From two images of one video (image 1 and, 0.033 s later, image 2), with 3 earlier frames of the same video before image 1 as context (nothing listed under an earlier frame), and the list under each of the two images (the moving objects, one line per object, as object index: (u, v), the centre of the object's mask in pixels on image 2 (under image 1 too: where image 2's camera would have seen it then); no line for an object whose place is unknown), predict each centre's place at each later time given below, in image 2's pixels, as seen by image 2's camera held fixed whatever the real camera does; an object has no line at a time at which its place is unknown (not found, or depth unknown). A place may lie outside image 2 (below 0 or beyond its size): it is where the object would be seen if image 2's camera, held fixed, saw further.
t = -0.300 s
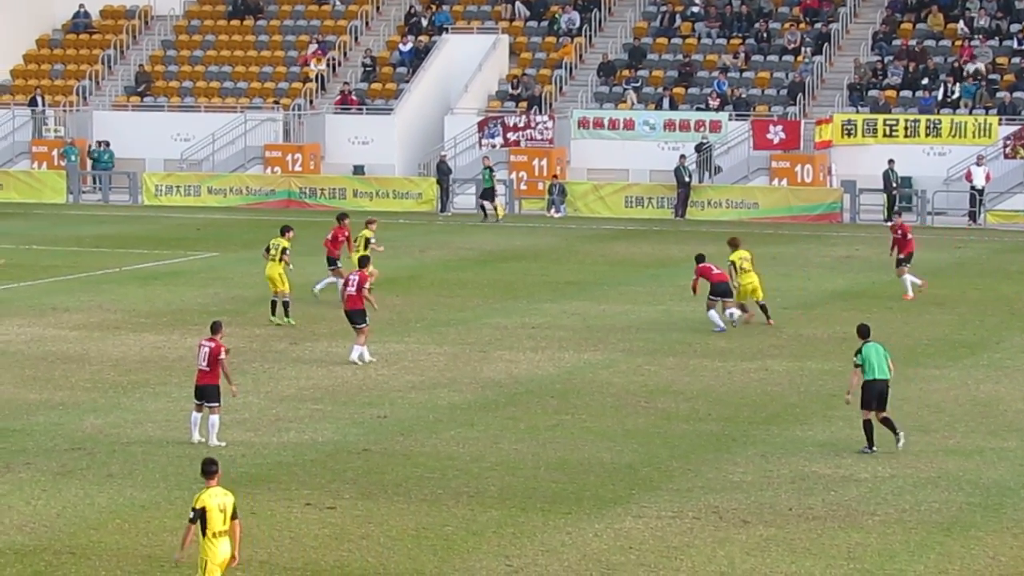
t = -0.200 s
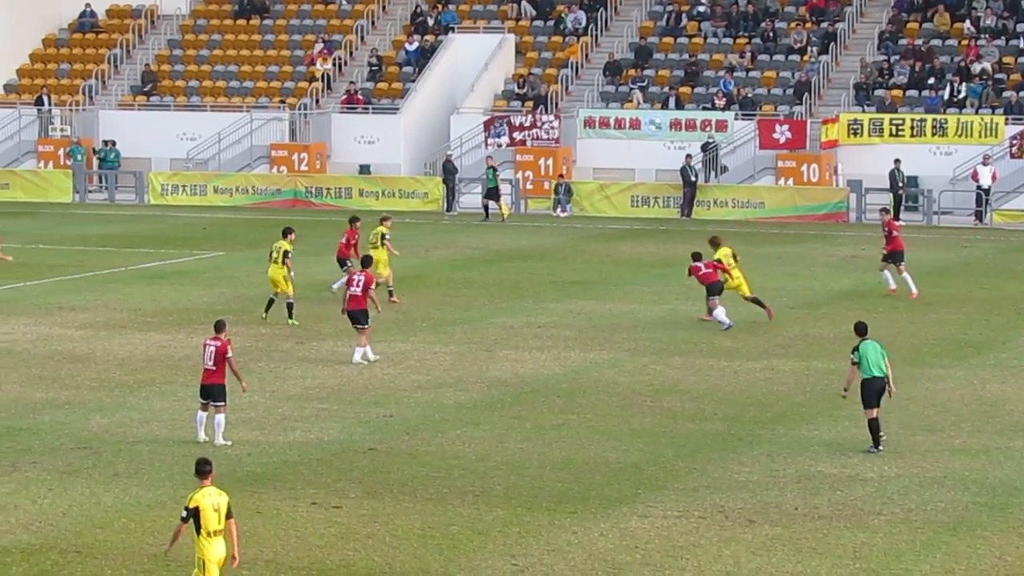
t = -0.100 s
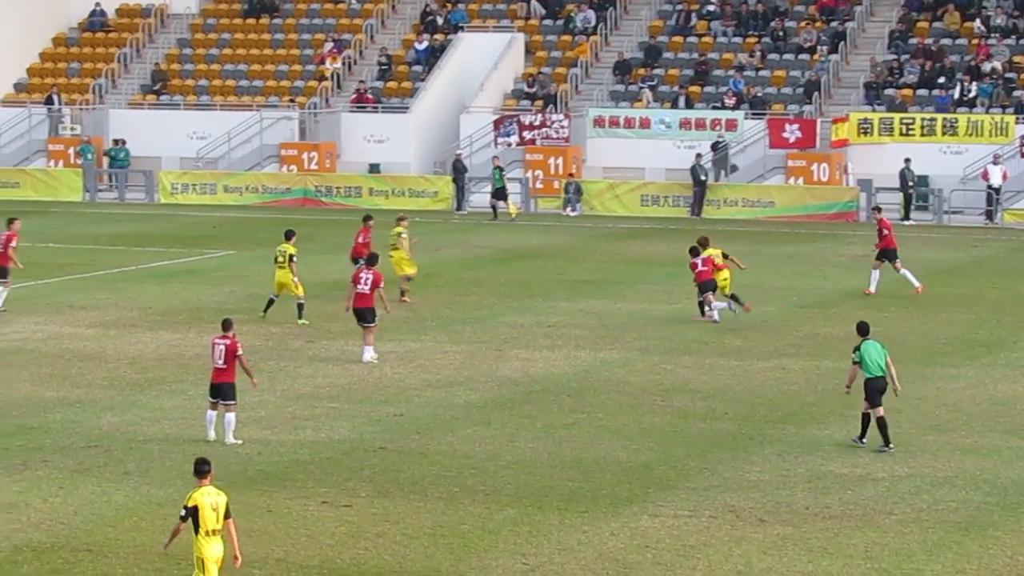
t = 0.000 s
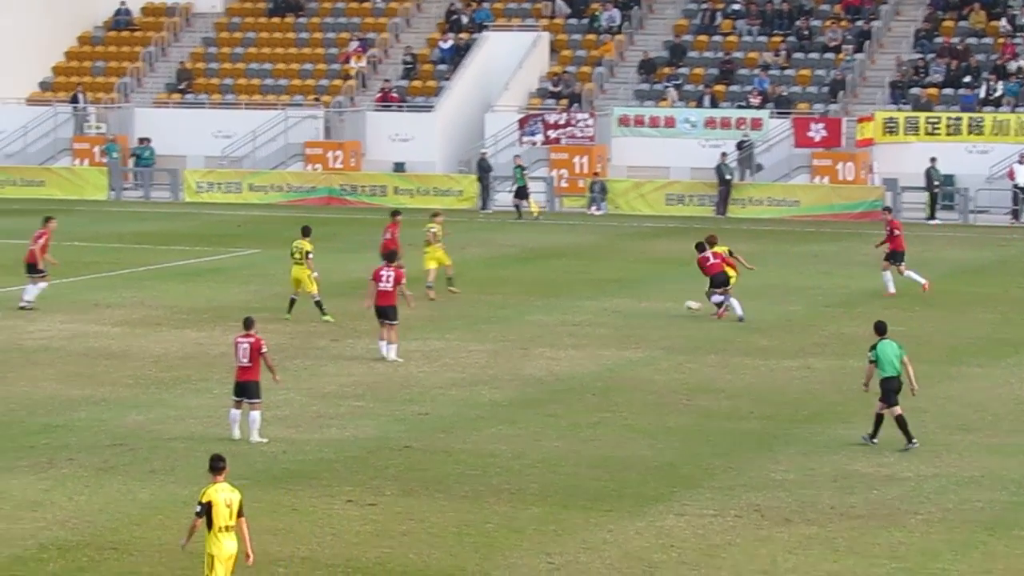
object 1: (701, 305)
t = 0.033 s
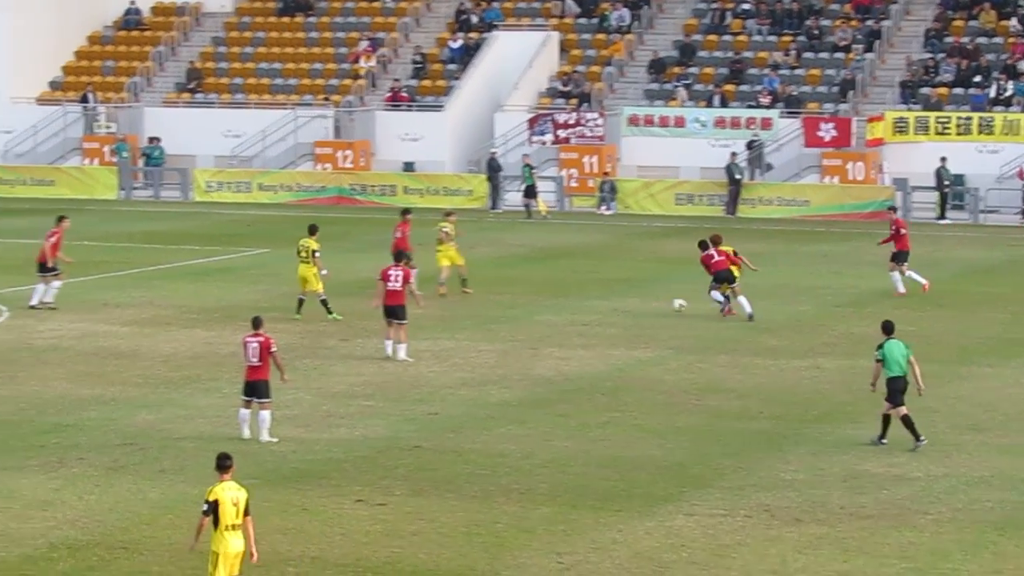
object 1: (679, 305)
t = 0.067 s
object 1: (656, 304)
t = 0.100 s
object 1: (636, 304)
